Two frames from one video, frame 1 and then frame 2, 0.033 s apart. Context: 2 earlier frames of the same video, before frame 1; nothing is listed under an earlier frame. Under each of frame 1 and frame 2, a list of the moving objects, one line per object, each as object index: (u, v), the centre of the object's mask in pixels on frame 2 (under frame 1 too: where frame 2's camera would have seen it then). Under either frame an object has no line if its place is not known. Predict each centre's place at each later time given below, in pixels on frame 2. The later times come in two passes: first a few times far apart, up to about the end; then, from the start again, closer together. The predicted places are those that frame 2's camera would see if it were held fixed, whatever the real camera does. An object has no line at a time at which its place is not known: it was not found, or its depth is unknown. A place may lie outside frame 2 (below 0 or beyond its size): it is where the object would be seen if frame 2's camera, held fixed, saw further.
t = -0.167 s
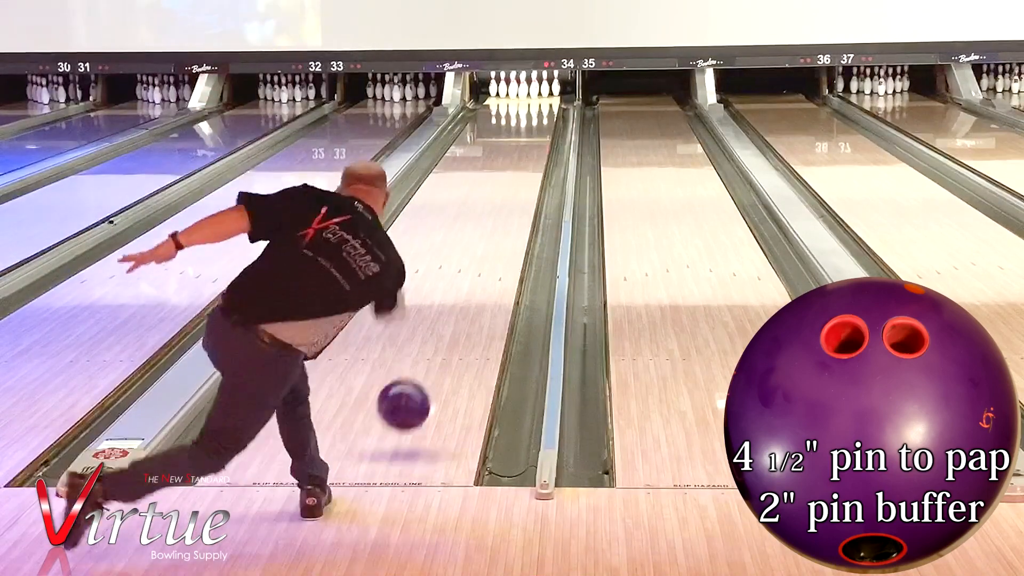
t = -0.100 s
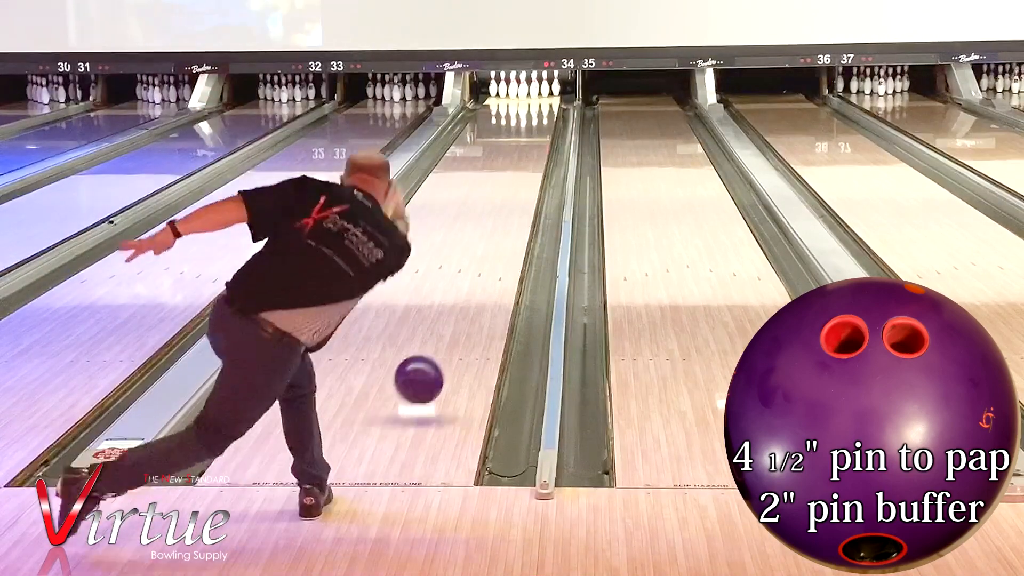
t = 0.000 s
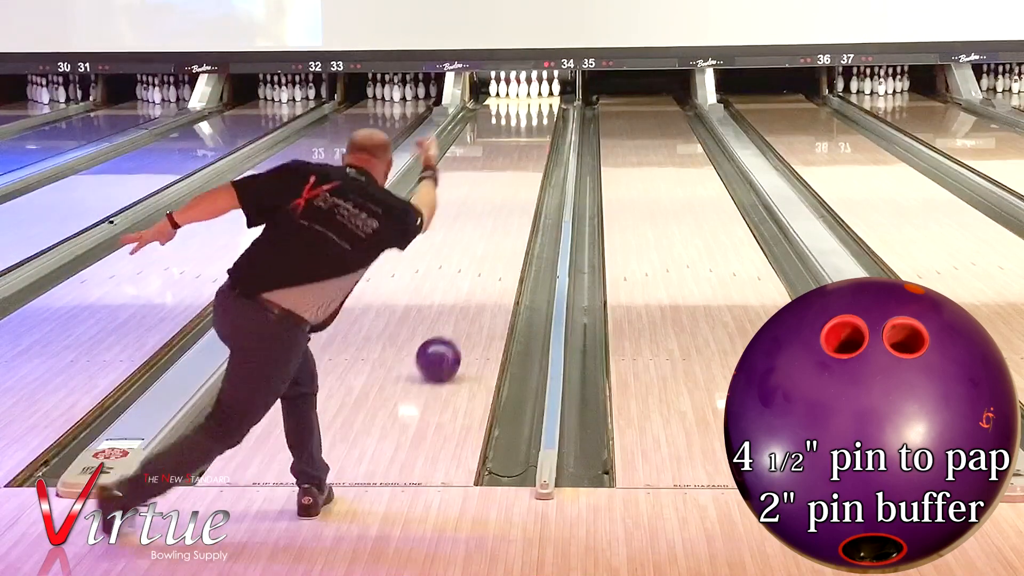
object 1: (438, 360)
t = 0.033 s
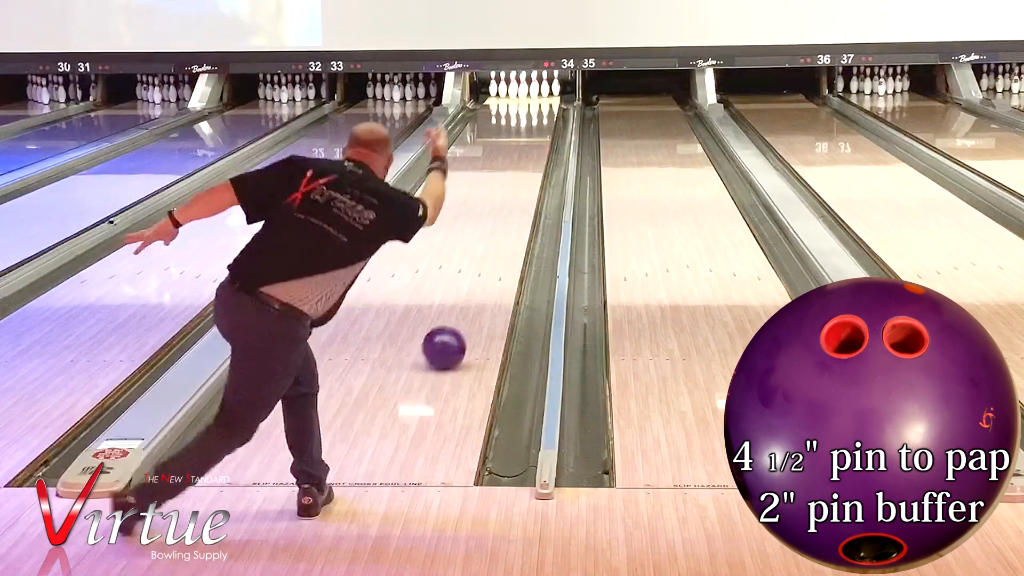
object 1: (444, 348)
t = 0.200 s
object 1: (467, 299)
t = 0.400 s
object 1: (488, 255)
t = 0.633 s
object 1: (505, 216)
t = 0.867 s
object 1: (518, 187)
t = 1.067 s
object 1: (525, 167)
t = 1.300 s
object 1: (531, 148)
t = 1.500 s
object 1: (534, 134)
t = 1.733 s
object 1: (535, 121)
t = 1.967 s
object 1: (534, 109)
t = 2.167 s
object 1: (531, 102)
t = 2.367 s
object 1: (527, 94)
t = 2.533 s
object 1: (528, 91)
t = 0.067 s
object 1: (449, 337)
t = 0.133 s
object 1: (459, 317)
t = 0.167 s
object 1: (463, 307)
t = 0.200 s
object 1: (467, 299)
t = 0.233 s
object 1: (471, 290)
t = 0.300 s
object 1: (479, 275)
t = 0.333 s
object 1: (482, 268)
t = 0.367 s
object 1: (485, 261)
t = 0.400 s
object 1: (488, 255)
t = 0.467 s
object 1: (494, 242)
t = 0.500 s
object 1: (496, 237)
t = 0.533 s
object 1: (499, 231)
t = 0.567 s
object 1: (501, 226)
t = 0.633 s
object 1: (505, 216)
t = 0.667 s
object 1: (508, 212)
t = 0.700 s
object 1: (510, 207)
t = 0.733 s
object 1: (511, 203)
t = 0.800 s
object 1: (515, 194)
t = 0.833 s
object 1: (516, 190)
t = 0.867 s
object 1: (518, 187)
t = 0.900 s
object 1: (519, 183)
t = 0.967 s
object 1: (522, 176)
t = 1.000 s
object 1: (523, 173)
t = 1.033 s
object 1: (524, 170)
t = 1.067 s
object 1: (525, 167)
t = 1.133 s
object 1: (527, 161)
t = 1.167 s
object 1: (528, 158)
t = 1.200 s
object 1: (529, 156)
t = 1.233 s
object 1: (530, 153)
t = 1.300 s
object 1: (531, 148)
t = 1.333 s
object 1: (531, 146)
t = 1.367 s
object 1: (532, 143)
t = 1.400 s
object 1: (533, 141)
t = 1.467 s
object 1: (533, 137)
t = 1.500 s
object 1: (534, 134)
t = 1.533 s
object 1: (534, 132)
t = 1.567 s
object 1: (535, 130)
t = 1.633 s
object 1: (535, 126)
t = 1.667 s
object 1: (535, 124)
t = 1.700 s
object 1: (535, 123)
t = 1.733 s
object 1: (535, 121)
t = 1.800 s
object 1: (535, 117)
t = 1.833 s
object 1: (535, 116)
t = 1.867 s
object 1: (535, 114)
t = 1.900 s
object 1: (535, 113)
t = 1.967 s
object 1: (534, 109)
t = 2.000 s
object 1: (534, 108)
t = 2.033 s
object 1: (534, 107)
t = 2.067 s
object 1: (533, 106)
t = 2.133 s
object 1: (532, 103)
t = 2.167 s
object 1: (531, 102)
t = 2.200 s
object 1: (531, 101)
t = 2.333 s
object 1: (528, 96)
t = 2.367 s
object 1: (527, 94)
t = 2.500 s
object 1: (527, 91)
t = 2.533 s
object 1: (528, 91)
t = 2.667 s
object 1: (528, 89)
